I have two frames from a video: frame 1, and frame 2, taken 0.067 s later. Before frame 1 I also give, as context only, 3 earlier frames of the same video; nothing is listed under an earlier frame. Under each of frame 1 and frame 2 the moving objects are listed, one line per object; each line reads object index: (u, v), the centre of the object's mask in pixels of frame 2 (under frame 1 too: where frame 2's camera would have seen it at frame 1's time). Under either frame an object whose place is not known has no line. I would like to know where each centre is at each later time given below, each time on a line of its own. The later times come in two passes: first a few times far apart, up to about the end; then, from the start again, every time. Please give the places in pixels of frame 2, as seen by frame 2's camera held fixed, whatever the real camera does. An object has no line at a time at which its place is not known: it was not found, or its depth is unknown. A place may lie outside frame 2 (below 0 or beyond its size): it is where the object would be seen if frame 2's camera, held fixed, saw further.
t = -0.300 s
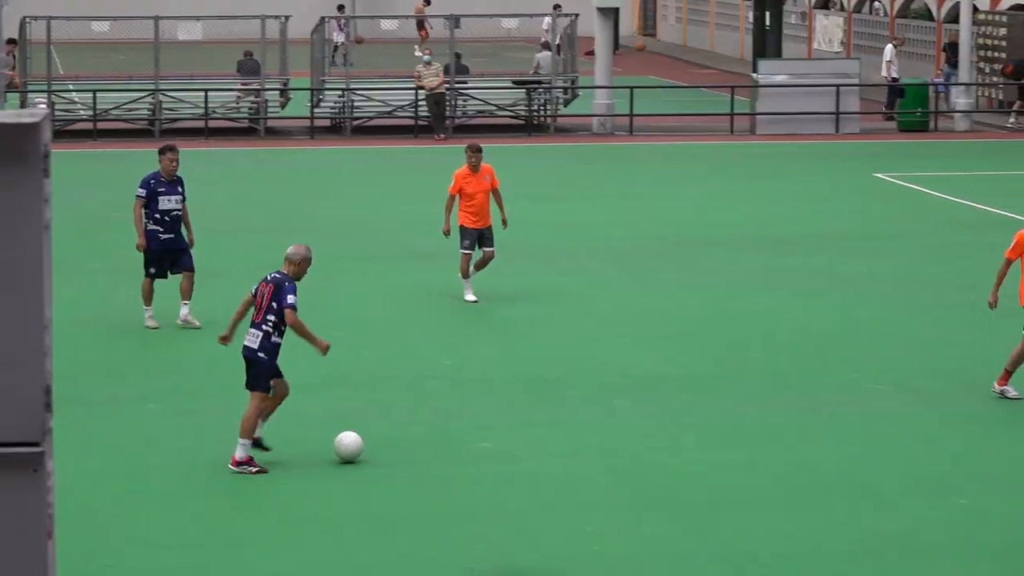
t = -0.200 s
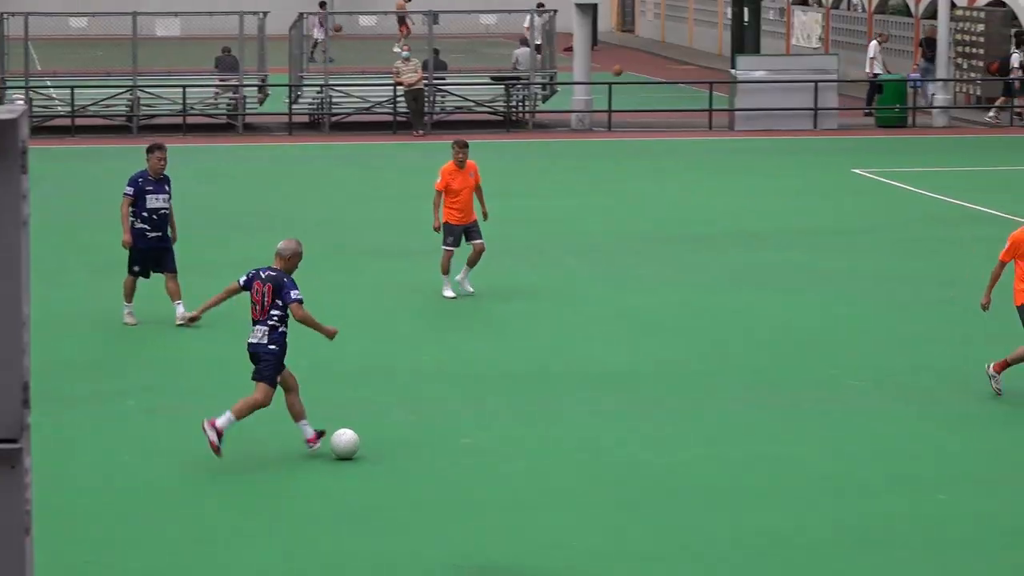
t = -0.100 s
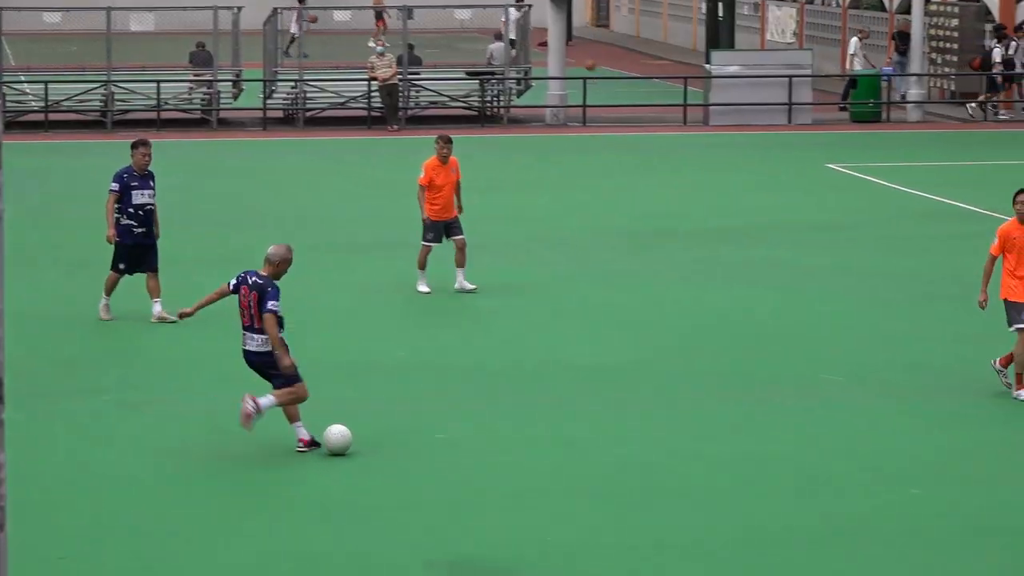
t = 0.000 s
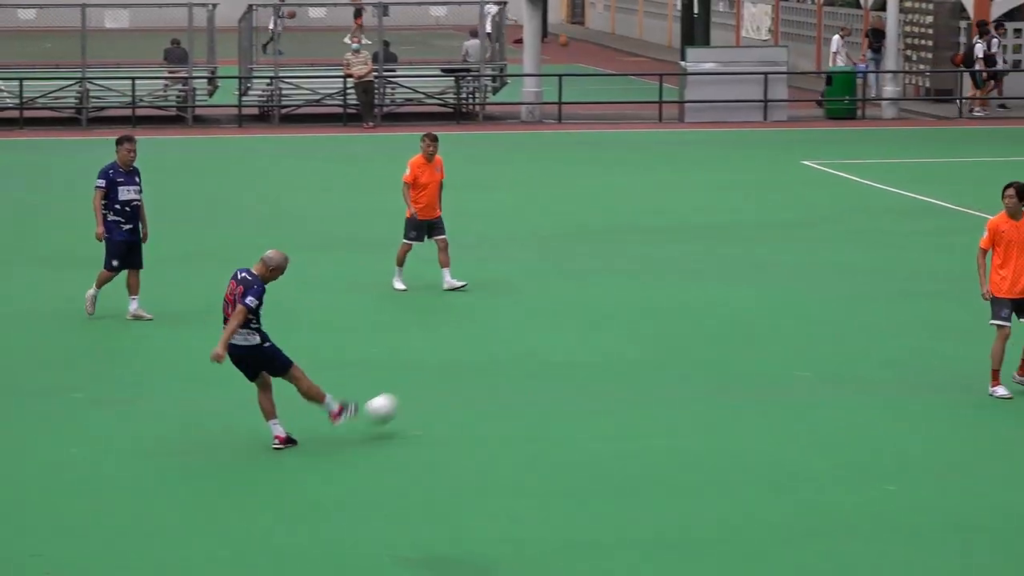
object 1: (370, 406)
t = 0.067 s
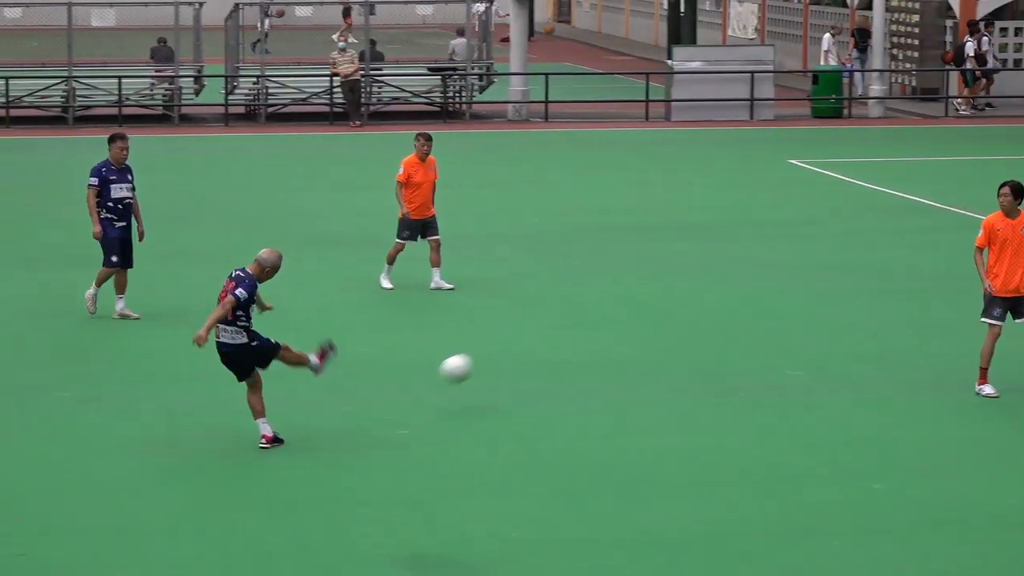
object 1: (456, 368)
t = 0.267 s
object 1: (670, 297)
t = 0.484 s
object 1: (843, 290)
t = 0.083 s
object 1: (477, 359)
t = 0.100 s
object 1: (496, 351)
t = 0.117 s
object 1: (515, 344)
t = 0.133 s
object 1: (534, 337)
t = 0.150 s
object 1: (552, 330)
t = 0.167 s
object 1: (570, 324)
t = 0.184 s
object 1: (587, 319)
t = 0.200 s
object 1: (605, 314)
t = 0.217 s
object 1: (621, 309)
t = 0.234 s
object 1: (638, 304)
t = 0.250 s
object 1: (654, 300)
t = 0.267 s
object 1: (670, 297)
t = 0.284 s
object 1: (685, 294)
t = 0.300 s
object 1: (700, 292)
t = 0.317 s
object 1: (714, 290)
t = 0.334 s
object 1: (729, 288)
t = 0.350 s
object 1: (743, 287)
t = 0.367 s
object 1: (757, 286)
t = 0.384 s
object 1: (770, 285)
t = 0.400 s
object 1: (783, 285)
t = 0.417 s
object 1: (795, 286)
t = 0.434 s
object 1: (808, 286)
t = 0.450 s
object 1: (820, 287)
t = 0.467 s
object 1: (832, 288)
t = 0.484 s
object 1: (843, 290)
